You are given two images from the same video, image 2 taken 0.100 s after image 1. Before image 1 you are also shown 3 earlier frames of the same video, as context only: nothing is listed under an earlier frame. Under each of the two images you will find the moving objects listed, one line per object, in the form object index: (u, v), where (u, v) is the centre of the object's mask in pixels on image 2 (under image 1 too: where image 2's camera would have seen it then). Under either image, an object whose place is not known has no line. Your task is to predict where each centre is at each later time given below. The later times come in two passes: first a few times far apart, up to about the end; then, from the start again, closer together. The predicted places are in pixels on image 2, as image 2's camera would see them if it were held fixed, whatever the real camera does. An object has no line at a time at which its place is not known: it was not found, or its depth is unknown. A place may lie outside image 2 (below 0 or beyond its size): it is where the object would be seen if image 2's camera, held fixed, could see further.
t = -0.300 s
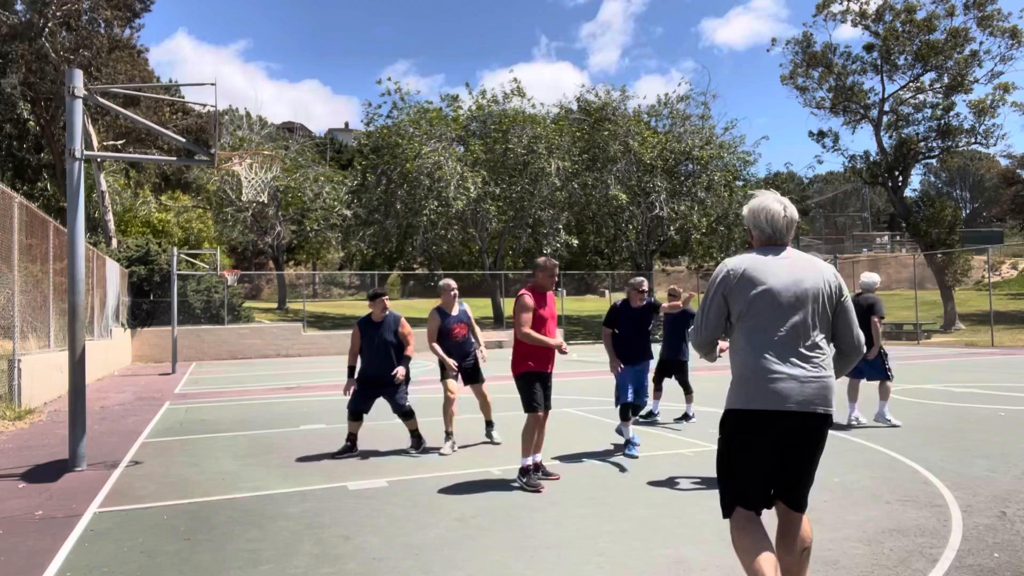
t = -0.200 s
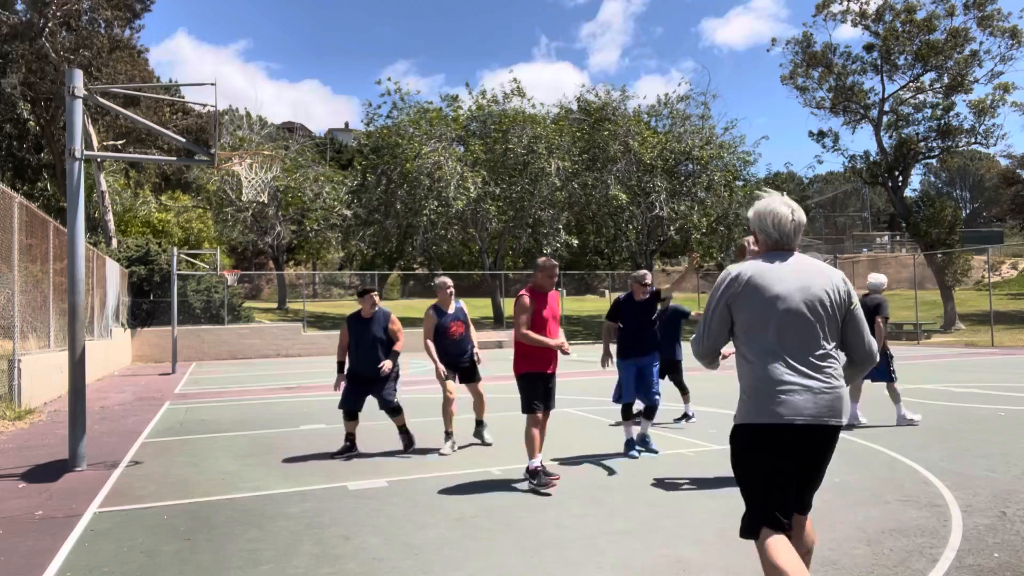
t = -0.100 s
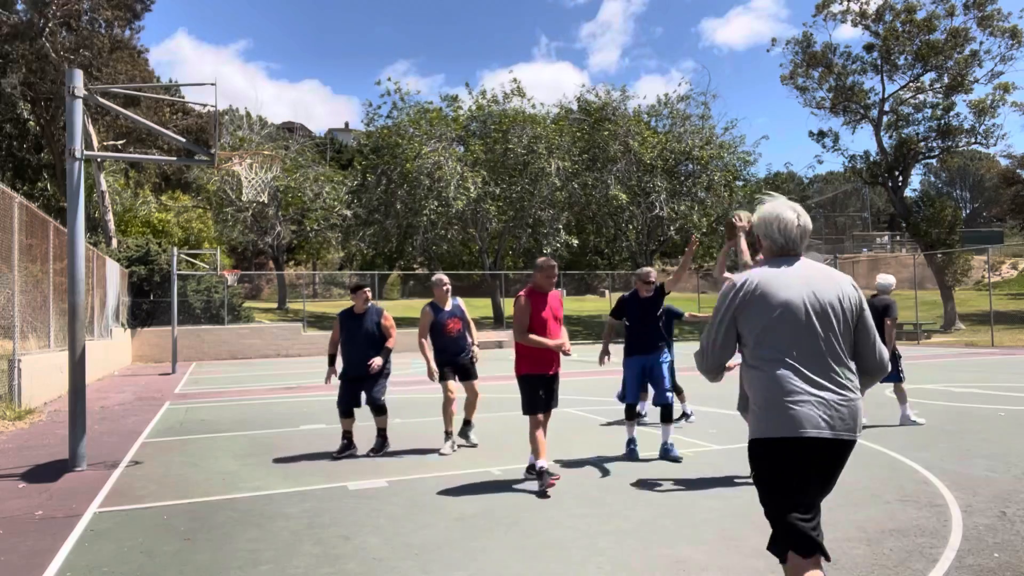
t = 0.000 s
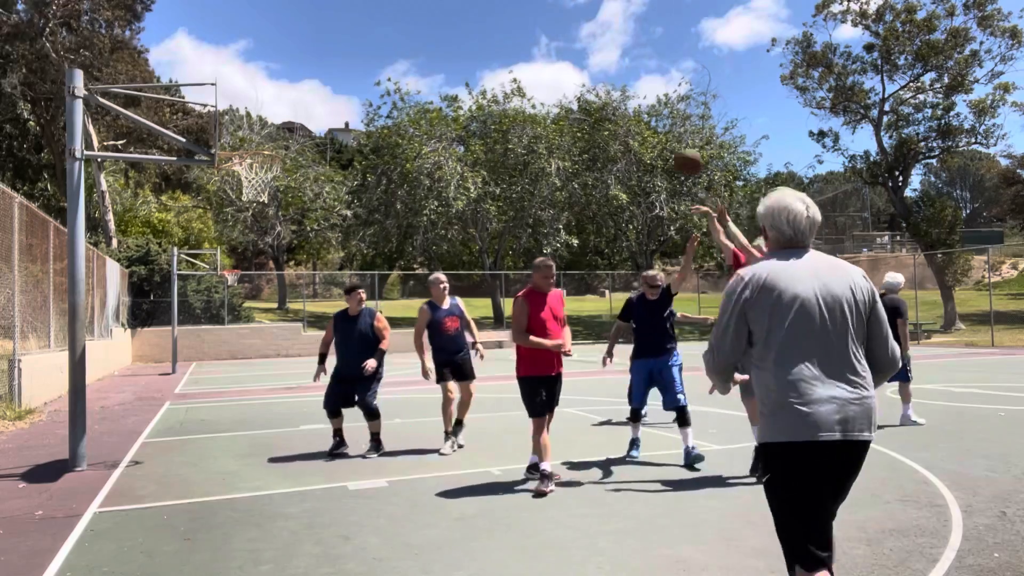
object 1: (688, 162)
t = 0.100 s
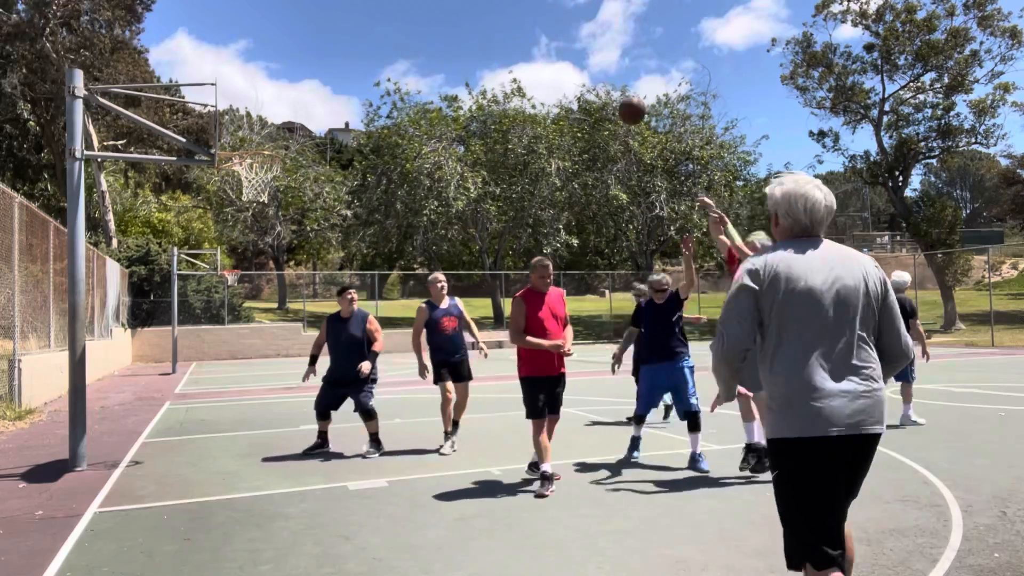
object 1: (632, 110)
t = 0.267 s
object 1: (546, 55)
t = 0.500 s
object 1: (440, 32)
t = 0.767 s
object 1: (333, 72)
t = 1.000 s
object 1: (250, 158)
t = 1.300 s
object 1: (273, 169)
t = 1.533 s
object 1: (282, 209)
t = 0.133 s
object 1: (614, 96)
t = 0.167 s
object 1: (596, 84)
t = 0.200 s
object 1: (580, 73)
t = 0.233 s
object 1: (563, 64)
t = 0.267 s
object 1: (546, 55)
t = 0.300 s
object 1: (531, 48)
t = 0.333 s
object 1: (515, 43)
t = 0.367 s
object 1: (499, 38)
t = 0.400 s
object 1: (484, 35)
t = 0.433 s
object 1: (469, 33)
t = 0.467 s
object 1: (454, 32)
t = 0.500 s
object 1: (440, 32)
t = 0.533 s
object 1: (425, 34)
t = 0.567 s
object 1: (411, 36)
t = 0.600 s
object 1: (398, 40)
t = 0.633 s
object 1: (384, 44)
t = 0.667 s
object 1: (371, 49)
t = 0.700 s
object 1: (358, 56)
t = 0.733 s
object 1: (345, 63)
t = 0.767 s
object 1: (333, 72)
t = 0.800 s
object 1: (321, 81)
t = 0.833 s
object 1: (309, 92)
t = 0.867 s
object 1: (297, 102)
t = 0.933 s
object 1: (274, 129)
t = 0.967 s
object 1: (262, 141)
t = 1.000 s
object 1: (250, 158)
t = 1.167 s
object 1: (265, 166)
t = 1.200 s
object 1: (269, 167)
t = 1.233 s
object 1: (269, 165)
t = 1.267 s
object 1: (271, 169)
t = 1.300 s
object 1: (273, 169)
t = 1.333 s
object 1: (275, 170)
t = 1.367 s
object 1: (276, 173)
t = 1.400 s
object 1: (277, 178)
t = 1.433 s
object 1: (278, 186)
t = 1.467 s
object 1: (279, 192)
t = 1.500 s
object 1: (280, 199)
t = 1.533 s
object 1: (282, 209)
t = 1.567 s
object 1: (283, 219)
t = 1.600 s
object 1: (284, 231)
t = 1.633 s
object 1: (285, 244)
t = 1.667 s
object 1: (287, 255)
